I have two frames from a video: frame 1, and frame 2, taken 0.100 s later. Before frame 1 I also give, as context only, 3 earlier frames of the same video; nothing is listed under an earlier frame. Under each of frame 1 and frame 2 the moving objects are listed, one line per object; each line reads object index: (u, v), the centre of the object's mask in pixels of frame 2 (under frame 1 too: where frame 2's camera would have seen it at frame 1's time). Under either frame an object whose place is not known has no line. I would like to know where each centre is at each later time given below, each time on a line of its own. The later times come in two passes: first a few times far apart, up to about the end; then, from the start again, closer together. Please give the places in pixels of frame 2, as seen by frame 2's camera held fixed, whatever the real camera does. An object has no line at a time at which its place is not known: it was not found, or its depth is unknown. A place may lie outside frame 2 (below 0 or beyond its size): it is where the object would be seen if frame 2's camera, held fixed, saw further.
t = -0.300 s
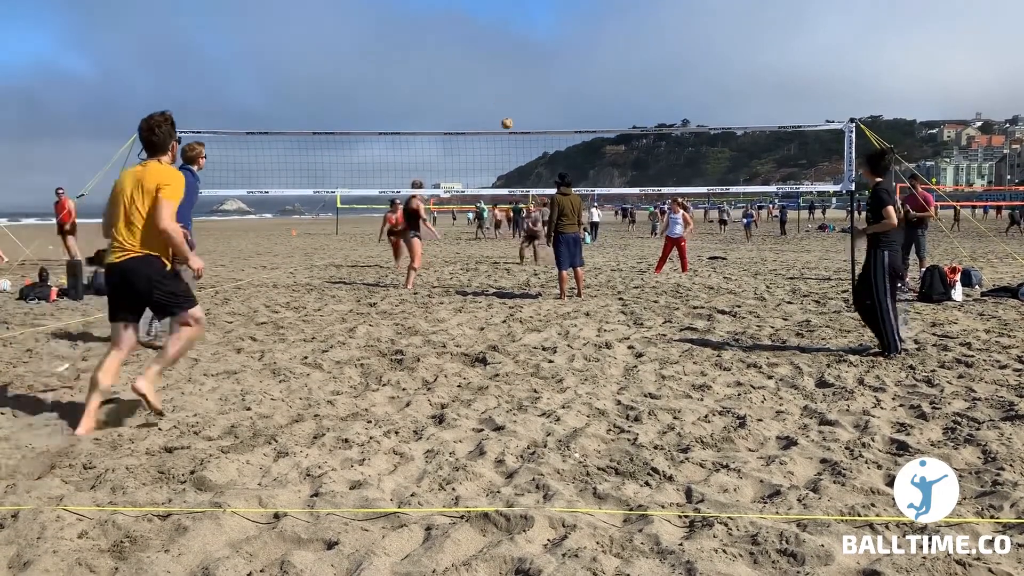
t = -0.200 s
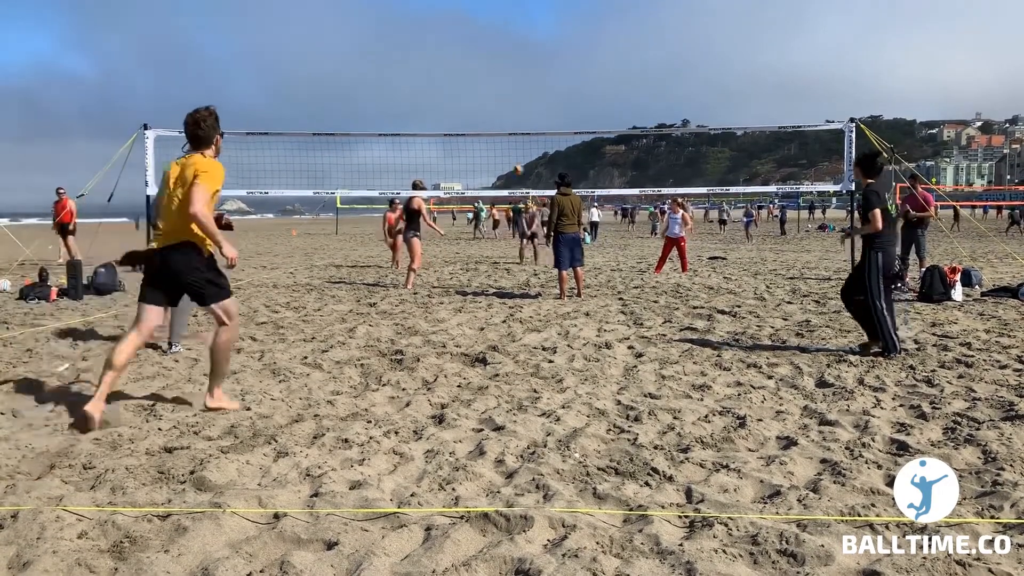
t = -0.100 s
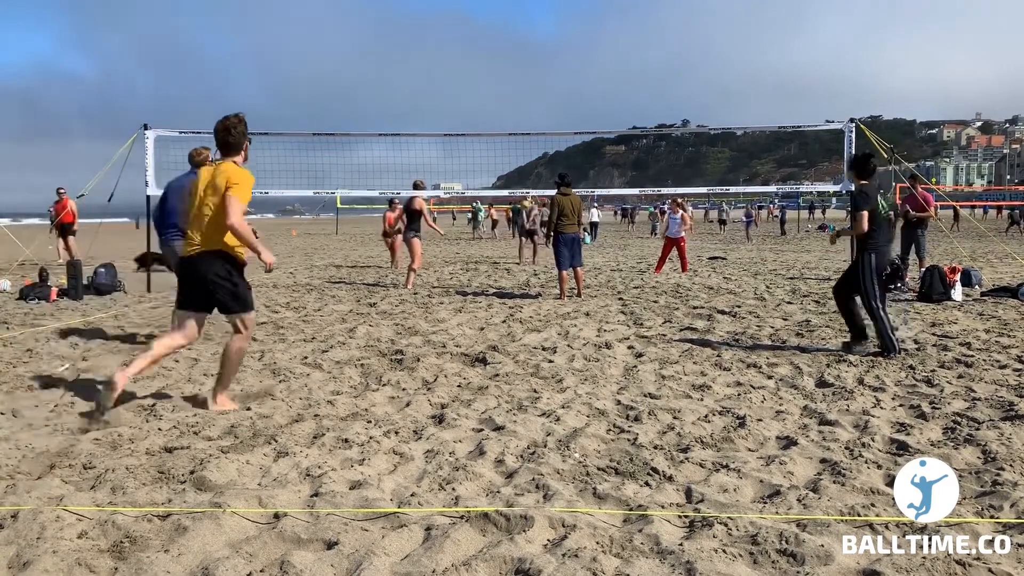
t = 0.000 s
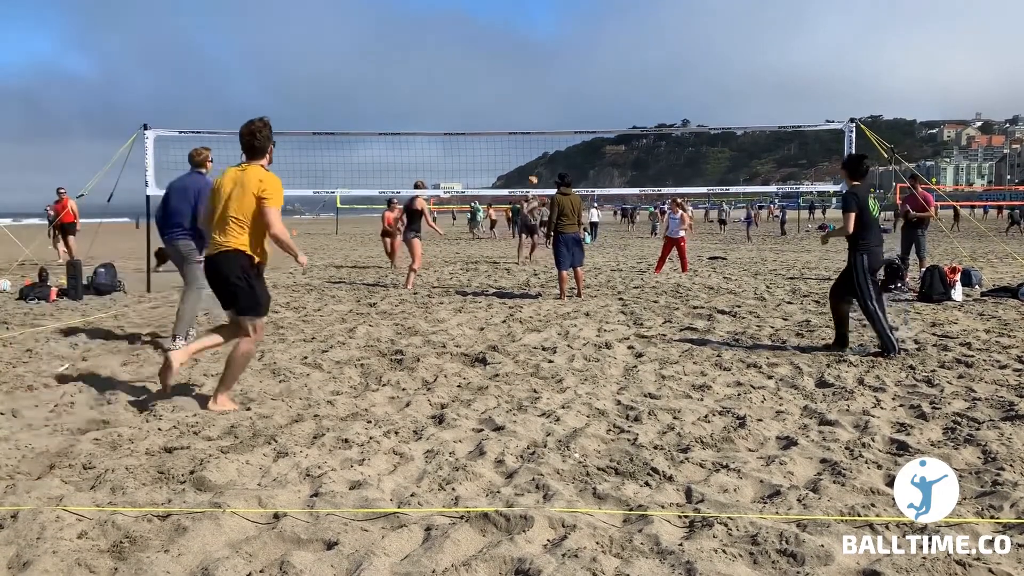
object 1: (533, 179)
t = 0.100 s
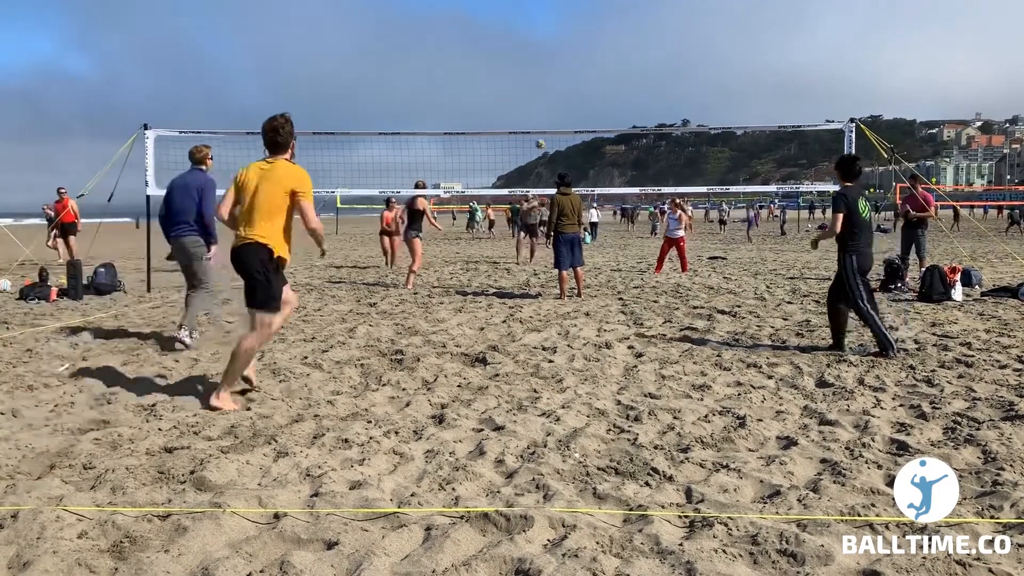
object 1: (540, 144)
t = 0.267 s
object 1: (555, 91)
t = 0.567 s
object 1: (588, 26)
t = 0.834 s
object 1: (620, 7)
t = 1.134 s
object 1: (659, 24)
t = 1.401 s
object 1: (693, 75)
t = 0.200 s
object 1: (549, 111)
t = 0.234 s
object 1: (552, 101)
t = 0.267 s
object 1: (555, 91)
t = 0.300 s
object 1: (558, 81)
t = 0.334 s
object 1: (562, 73)
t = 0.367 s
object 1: (565, 64)
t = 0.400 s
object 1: (569, 57)
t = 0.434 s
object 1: (572, 50)
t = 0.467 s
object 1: (576, 43)
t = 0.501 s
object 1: (580, 37)
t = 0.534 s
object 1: (584, 31)
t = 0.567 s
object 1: (588, 26)
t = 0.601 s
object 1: (591, 22)
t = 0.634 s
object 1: (595, 19)
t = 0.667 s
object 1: (600, 14)
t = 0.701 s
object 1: (603, 12)
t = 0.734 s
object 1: (608, 9)
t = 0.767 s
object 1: (612, 8)
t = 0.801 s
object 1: (616, 7)
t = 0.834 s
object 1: (620, 7)
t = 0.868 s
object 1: (624, 6)
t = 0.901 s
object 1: (629, 7)
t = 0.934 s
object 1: (632, 7)
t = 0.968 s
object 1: (637, 9)
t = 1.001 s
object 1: (641, 11)
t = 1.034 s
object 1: (645, 13)
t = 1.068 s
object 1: (650, 17)
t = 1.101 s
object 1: (654, 20)
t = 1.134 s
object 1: (659, 24)
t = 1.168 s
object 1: (663, 29)
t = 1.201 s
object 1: (667, 34)
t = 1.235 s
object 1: (671, 39)
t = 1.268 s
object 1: (676, 45)
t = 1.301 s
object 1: (680, 52)
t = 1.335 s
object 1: (685, 59)
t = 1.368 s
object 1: (689, 67)
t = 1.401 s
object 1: (693, 75)
